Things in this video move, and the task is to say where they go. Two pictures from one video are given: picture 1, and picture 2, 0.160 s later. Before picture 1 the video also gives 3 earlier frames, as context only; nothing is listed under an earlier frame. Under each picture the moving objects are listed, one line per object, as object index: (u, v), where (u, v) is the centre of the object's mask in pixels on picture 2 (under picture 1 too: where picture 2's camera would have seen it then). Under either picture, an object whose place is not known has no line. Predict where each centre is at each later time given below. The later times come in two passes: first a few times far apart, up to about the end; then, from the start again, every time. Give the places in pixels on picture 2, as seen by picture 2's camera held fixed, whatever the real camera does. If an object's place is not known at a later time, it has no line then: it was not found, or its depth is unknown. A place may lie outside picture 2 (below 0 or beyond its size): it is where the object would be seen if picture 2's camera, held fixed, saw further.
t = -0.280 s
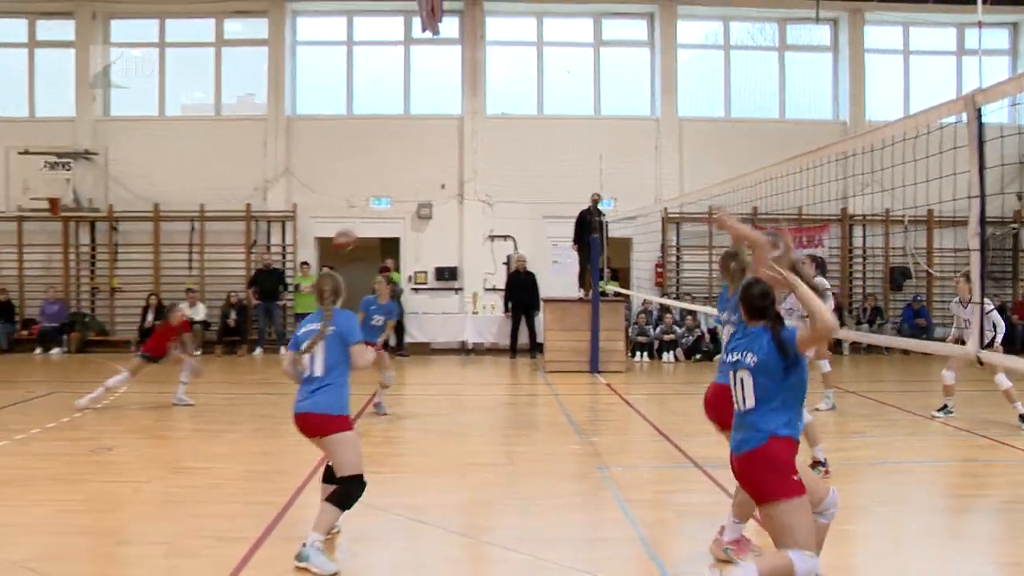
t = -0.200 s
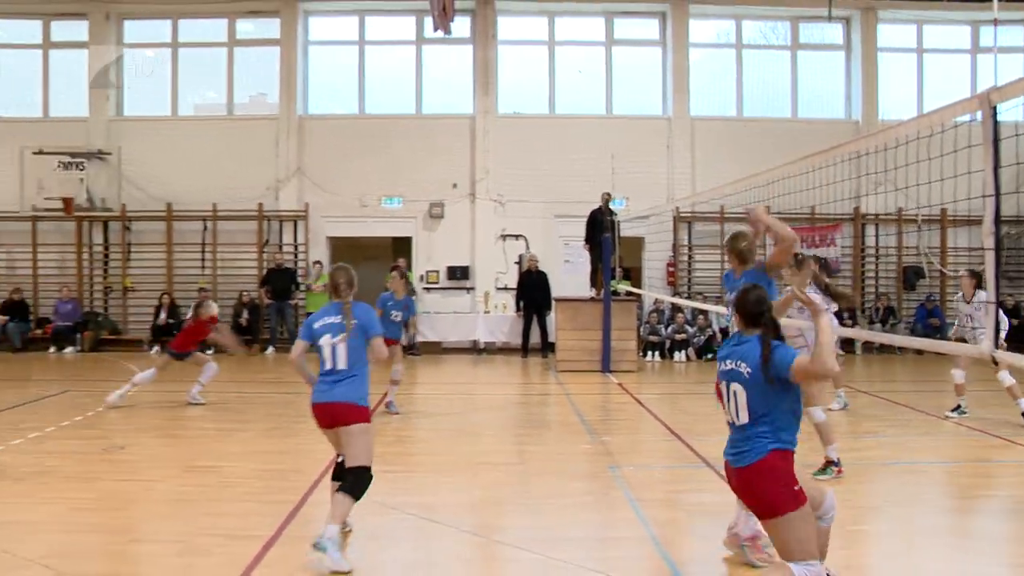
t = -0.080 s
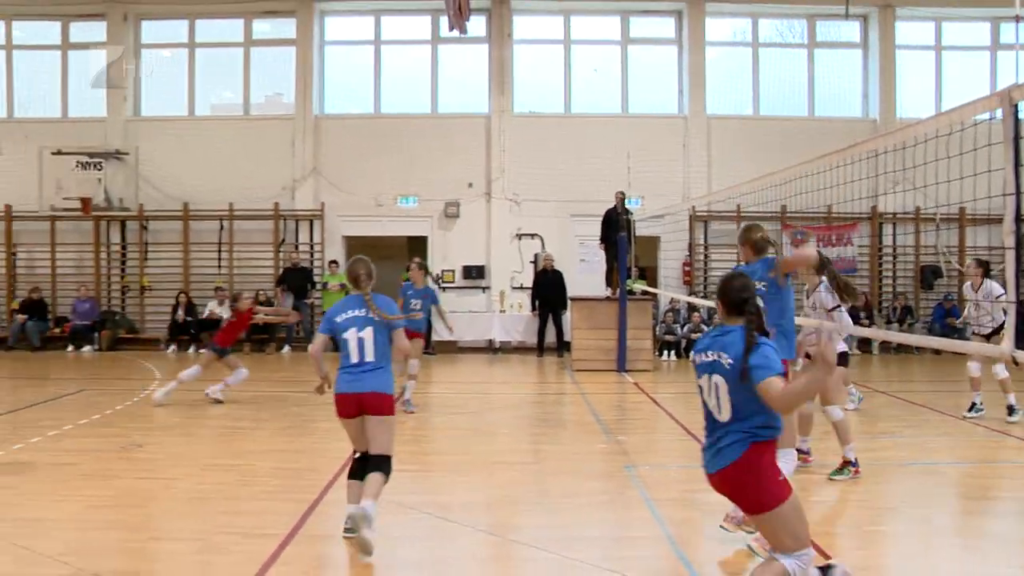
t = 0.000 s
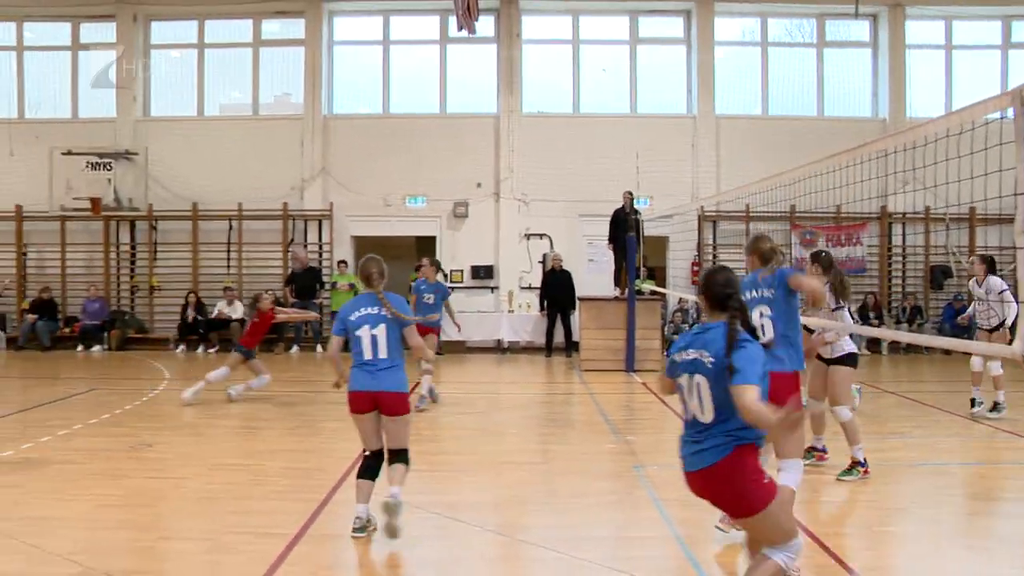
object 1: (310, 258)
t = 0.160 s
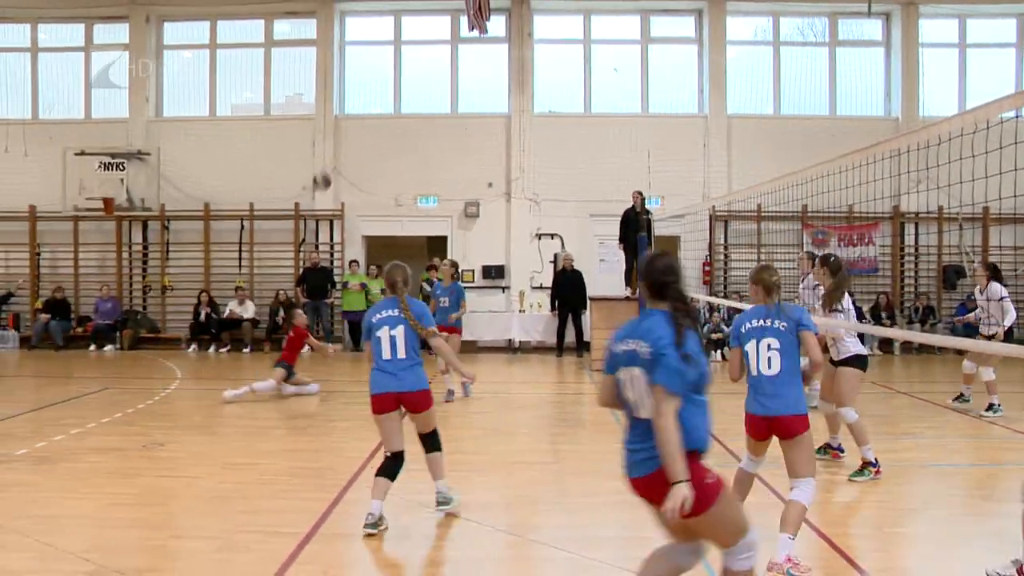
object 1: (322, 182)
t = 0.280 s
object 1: (331, 134)
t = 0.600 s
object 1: (356, 59)
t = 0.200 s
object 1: (325, 164)
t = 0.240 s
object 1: (328, 148)
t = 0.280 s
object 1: (331, 134)
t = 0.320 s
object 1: (334, 120)
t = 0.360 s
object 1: (337, 108)
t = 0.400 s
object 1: (340, 95)
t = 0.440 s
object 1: (344, 86)
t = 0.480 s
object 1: (347, 77)
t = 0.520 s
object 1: (349, 70)
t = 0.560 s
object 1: (353, 63)
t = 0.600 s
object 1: (356, 59)
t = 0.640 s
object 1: (359, 56)
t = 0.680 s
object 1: (362, 55)
